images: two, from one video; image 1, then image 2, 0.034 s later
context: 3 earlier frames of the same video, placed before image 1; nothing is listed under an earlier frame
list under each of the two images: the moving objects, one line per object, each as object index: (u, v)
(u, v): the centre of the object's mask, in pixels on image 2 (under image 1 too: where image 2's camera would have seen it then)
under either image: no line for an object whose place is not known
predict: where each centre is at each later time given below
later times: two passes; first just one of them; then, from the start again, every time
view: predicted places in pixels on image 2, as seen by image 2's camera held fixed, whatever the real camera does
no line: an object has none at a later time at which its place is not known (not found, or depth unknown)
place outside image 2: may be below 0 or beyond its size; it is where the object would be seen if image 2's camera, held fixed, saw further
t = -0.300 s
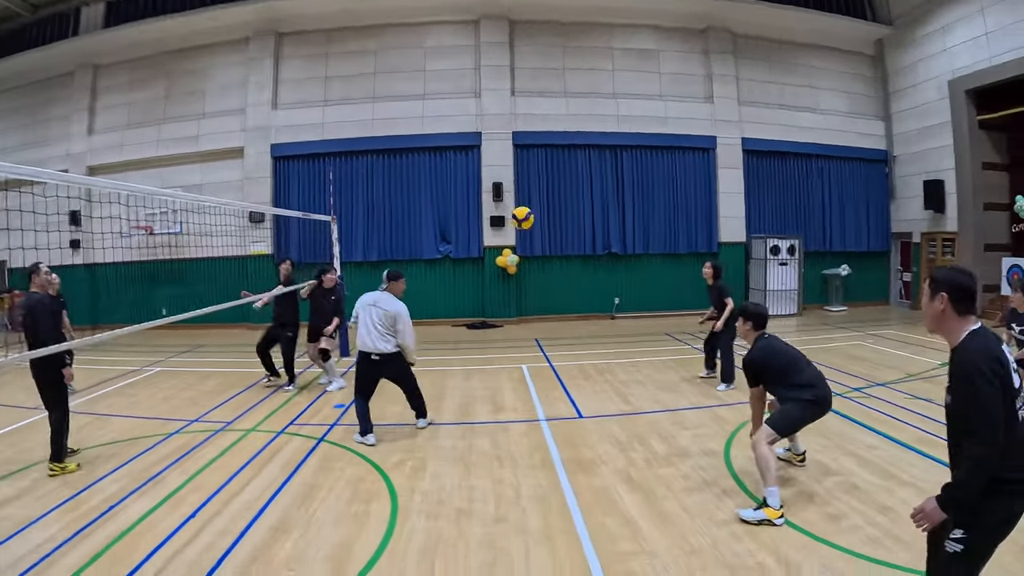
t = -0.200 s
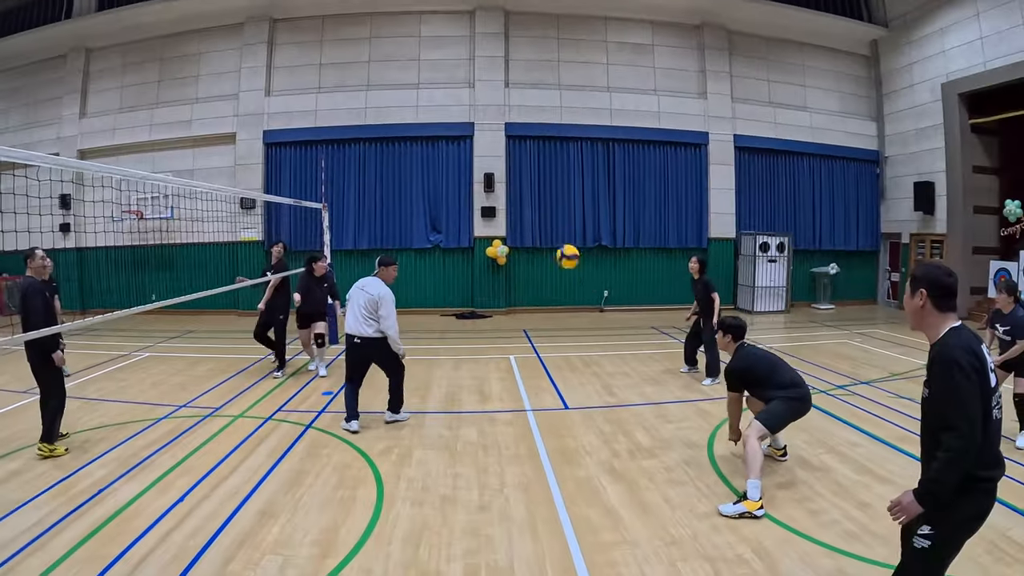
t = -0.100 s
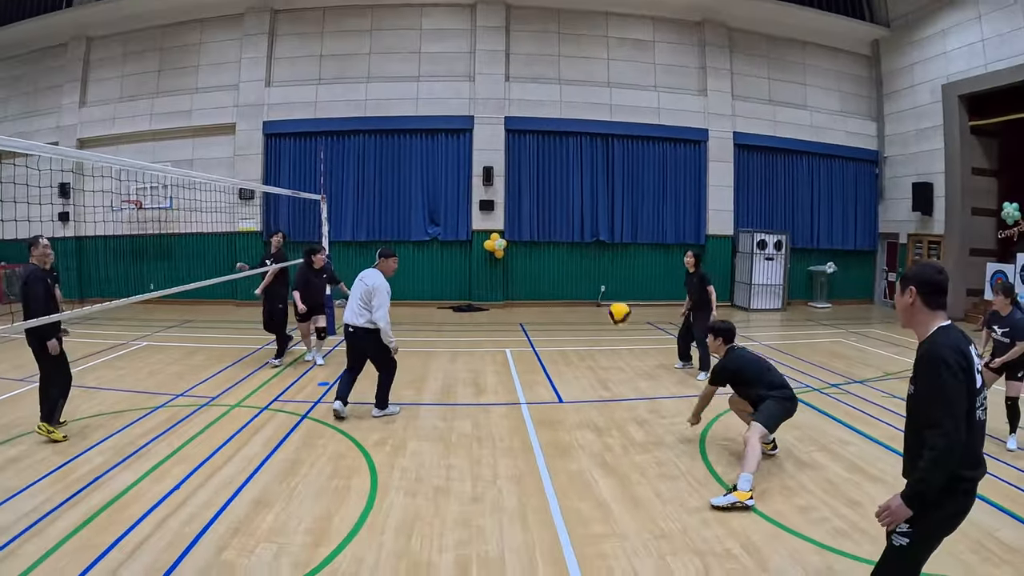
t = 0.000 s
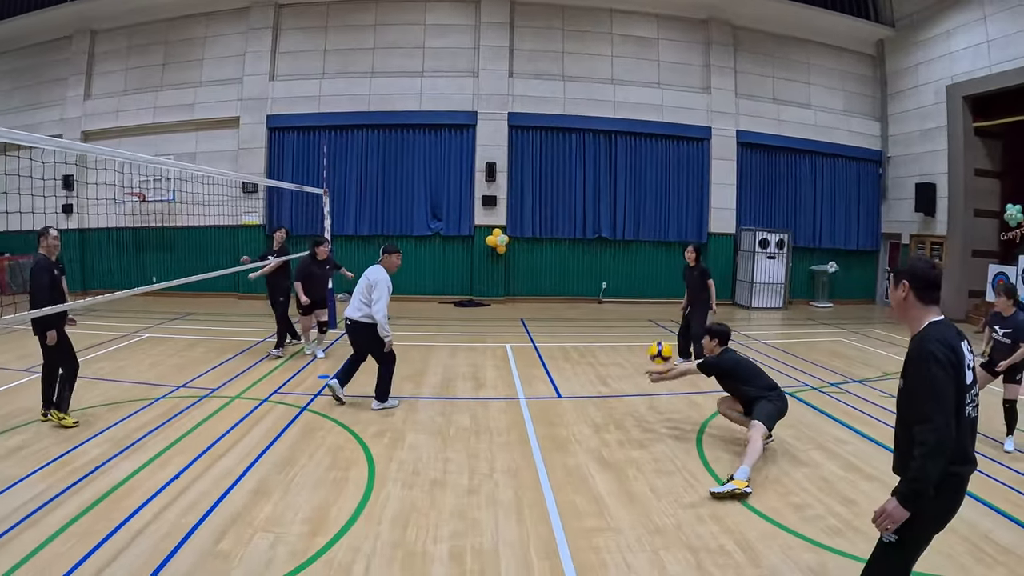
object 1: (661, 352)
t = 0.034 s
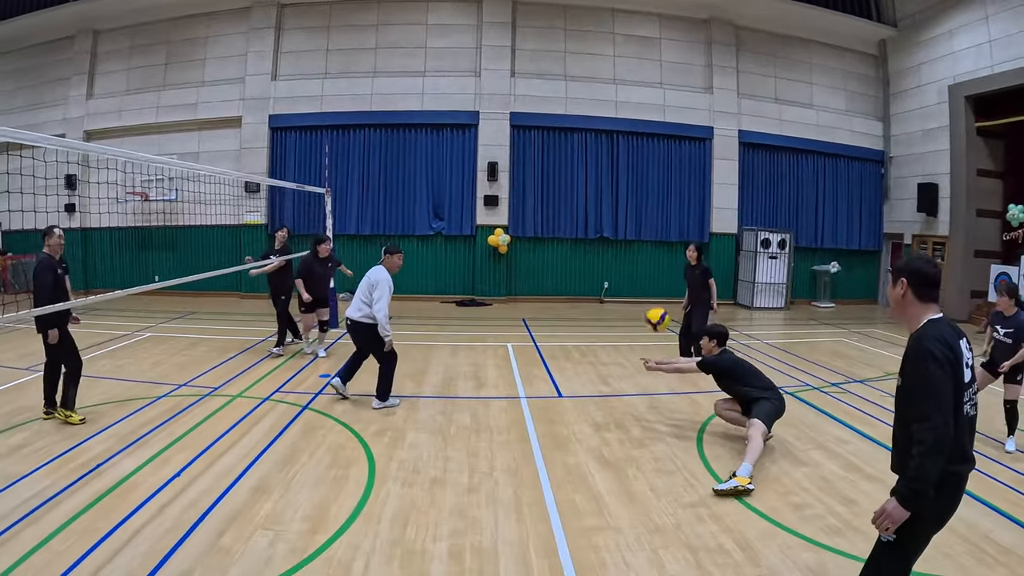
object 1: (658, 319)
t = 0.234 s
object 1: (619, 147)
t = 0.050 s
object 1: (655, 303)
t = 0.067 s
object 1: (652, 288)
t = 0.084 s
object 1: (649, 273)
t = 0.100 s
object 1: (646, 256)
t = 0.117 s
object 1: (643, 241)
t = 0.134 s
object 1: (640, 227)
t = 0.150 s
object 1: (637, 213)
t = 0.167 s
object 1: (634, 199)
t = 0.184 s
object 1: (630, 185)
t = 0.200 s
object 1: (626, 172)
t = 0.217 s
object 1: (623, 159)
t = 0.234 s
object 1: (619, 147)
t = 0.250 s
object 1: (615, 135)
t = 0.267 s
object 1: (612, 124)
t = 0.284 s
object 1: (608, 112)
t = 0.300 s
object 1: (605, 102)
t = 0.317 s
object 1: (600, 91)
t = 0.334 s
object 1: (596, 81)
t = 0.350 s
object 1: (593, 71)
